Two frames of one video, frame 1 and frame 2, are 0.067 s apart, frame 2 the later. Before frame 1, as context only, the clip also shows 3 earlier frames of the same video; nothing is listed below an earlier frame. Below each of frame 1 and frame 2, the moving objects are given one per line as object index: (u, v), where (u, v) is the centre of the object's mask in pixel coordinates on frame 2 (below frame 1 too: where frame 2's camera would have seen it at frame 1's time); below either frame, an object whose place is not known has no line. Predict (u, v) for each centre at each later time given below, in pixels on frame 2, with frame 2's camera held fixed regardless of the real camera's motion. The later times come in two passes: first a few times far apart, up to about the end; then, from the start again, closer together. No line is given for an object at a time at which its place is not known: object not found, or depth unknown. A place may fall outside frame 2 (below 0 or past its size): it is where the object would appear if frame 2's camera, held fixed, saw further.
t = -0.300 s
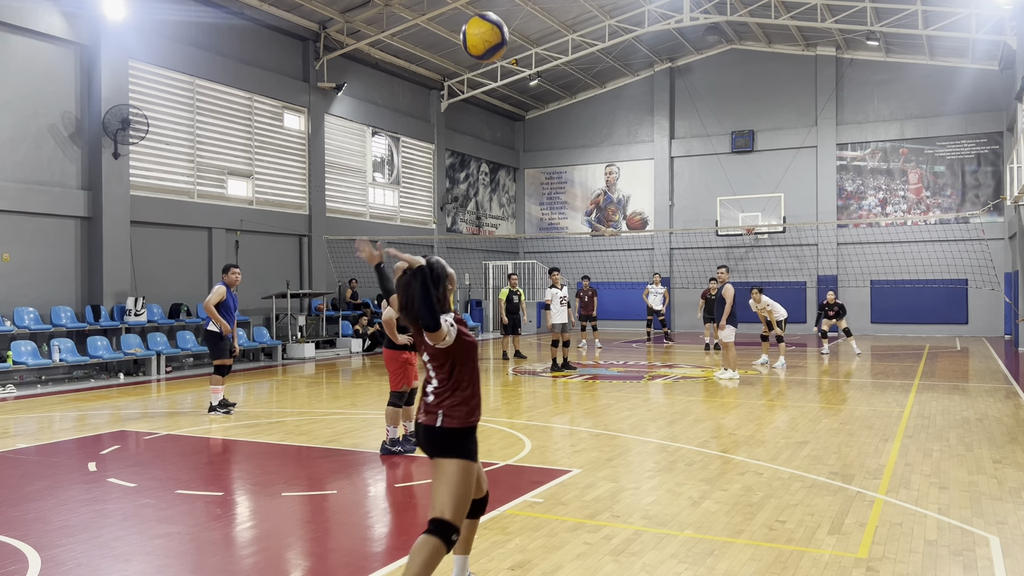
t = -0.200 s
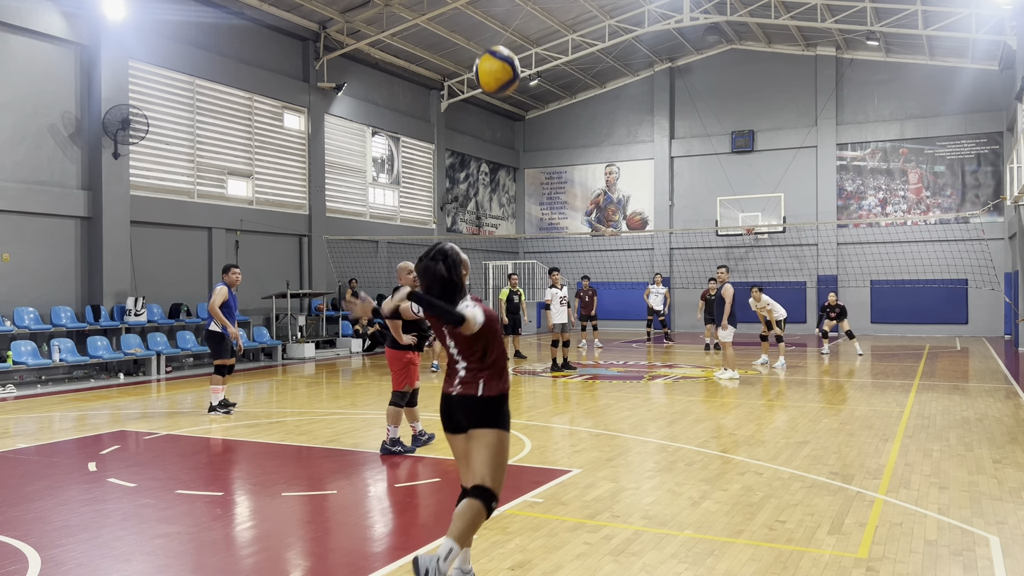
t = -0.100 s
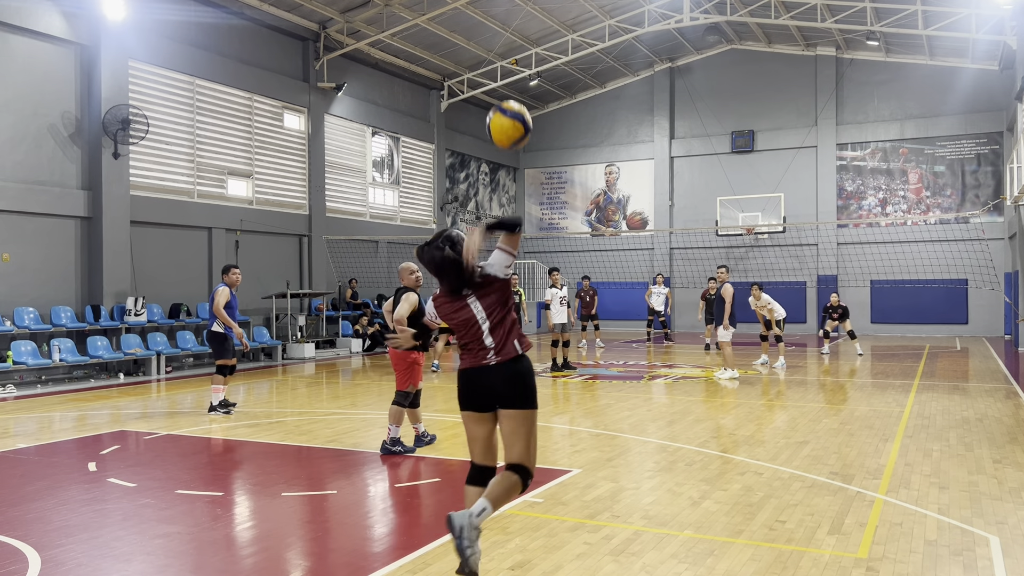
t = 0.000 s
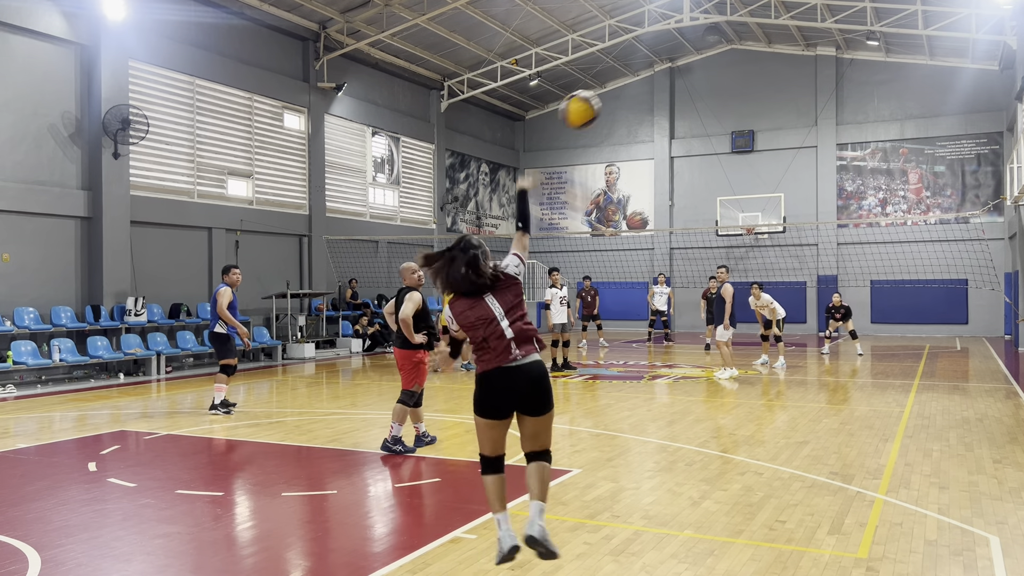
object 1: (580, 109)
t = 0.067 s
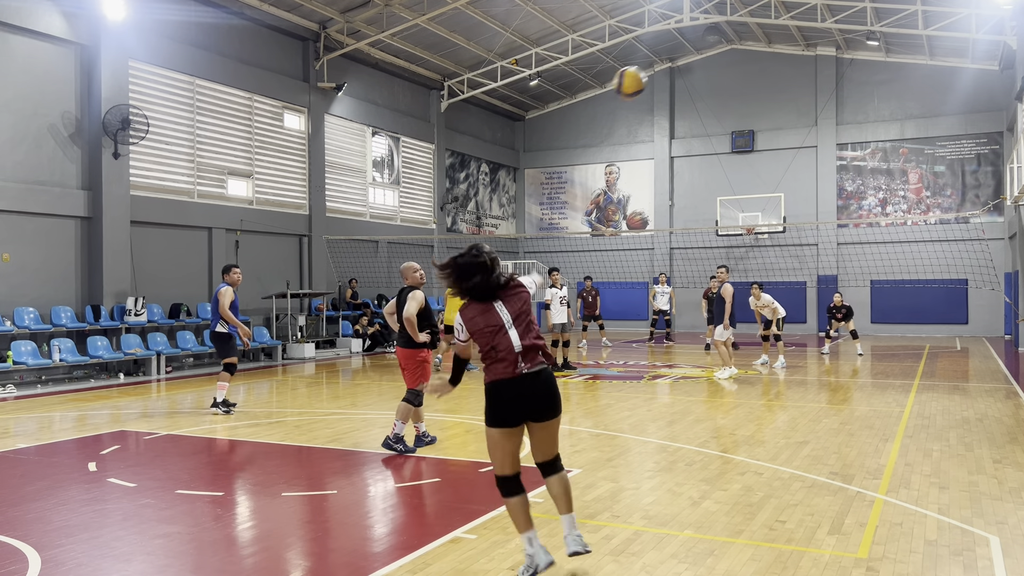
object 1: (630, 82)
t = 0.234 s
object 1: (700, 56)
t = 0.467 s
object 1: (753, 75)
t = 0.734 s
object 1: (788, 131)
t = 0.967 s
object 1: (808, 194)
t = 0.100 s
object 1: (648, 73)
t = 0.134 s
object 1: (664, 66)
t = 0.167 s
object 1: (677, 61)
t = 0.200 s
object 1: (689, 58)
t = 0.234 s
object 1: (700, 56)
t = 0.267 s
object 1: (710, 56)
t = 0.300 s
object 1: (719, 57)
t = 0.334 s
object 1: (727, 58)
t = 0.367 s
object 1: (734, 61)
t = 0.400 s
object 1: (741, 65)
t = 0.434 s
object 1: (747, 70)
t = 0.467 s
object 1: (753, 75)
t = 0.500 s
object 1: (759, 81)
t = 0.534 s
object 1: (764, 88)
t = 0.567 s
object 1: (768, 94)
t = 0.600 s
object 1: (772, 101)
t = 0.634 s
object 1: (777, 108)
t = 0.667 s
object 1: (780, 115)
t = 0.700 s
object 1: (784, 123)
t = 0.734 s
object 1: (788, 131)
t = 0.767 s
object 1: (791, 139)
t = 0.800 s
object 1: (794, 147)
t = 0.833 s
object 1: (797, 156)
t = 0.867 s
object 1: (800, 165)
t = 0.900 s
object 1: (802, 174)
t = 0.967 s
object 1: (808, 194)
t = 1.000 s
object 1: (810, 203)
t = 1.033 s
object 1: (813, 213)
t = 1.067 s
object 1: (816, 224)
